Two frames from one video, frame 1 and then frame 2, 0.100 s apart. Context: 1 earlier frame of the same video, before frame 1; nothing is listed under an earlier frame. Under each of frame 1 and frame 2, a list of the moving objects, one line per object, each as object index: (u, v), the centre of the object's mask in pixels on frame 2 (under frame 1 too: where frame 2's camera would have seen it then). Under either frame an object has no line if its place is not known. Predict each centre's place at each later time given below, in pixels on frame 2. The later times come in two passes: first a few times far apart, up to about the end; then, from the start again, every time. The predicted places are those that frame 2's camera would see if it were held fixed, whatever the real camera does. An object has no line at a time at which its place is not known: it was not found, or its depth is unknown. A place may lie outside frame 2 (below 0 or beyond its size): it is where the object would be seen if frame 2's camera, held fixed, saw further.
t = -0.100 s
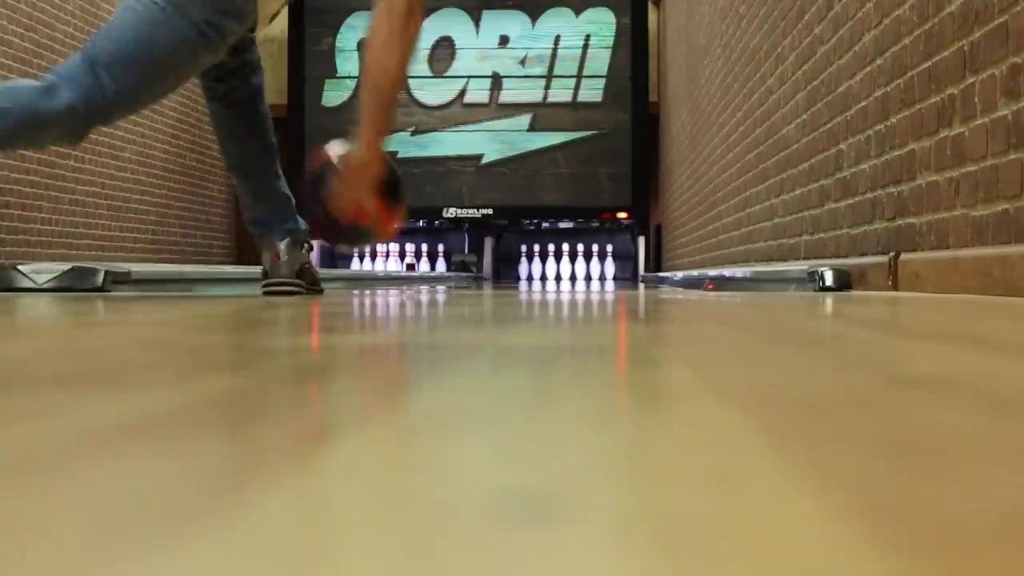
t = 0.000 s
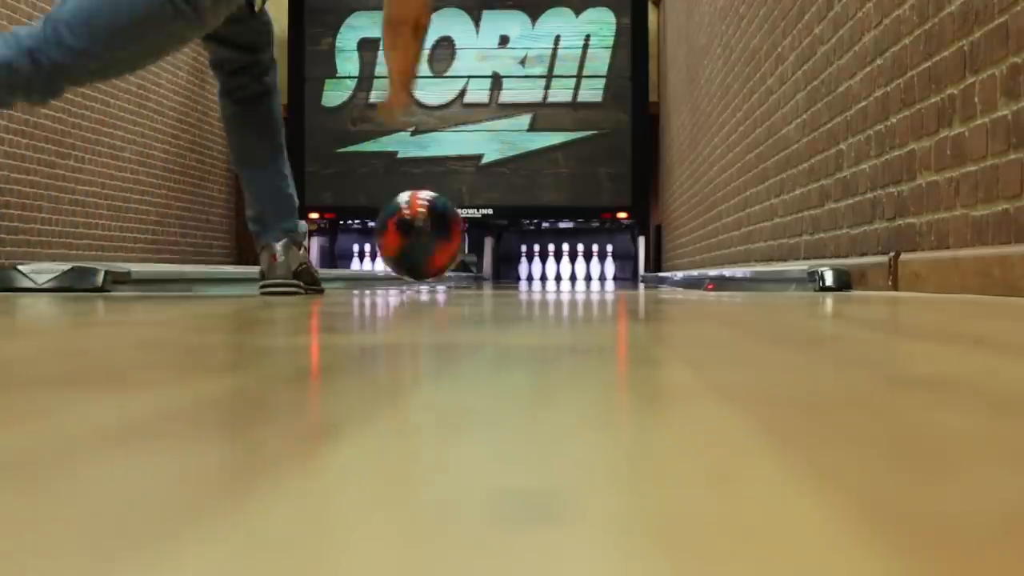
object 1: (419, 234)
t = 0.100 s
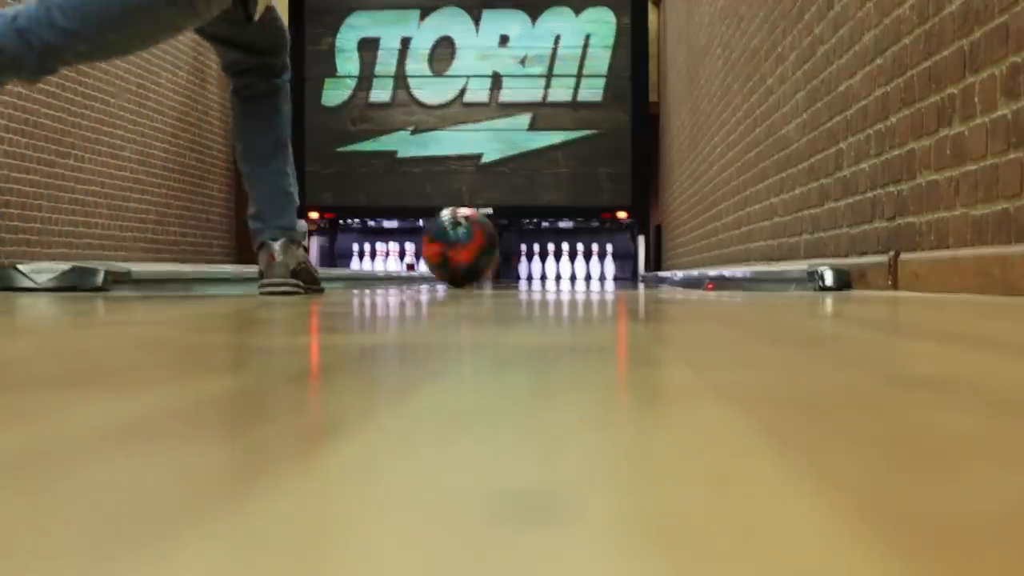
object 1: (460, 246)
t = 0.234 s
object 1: (499, 251)
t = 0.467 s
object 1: (544, 256)
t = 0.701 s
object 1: (573, 260)
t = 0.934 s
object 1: (592, 262)
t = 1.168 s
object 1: (604, 264)
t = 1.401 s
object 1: (611, 265)
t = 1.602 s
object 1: (613, 267)
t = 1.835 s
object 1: (609, 267)
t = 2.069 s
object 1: (596, 270)
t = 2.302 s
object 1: (578, 269)
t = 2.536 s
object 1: (582, 269)
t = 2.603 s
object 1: (581, 270)
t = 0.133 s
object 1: (472, 249)
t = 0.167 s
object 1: (481, 250)
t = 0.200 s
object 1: (491, 251)
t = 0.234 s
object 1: (499, 251)
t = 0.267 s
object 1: (507, 252)
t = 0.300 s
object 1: (514, 253)
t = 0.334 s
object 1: (521, 254)
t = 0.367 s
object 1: (527, 255)
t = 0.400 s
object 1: (533, 256)
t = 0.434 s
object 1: (539, 256)
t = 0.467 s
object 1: (544, 256)
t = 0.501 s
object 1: (550, 258)
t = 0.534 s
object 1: (554, 258)
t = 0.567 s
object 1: (559, 258)
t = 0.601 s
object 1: (562, 258)
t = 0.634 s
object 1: (566, 259)
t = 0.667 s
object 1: (569, 259)
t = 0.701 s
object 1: (573, 260)
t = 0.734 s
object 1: (577, 260)
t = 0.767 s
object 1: (579, 261)
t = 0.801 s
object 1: (582, 261)
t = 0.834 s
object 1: (585, 261)
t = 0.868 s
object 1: (586, 261)
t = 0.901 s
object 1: (587, 262)
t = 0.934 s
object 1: (592, 262)
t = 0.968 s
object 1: (595, 262)
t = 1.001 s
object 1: (596, 263)
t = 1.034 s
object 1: (598, 263)
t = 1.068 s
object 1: (599, 263)
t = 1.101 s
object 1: (601, 263)
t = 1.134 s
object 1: (602, 264)
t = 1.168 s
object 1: (604, 264)
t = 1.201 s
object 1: (606, 264)
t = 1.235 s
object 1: (607, 264)
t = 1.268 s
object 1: (607, 265)
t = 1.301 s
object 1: (608, 264)
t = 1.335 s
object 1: (609, 264)
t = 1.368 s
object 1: (610, 265)
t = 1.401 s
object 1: (611, 265)
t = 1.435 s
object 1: (611, 265)
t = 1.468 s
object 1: (612, 266)
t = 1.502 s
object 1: (613, 267)
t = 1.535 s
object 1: (613, 266)
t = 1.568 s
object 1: (613, 266)
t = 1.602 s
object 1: (613, 267)
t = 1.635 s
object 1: (613, 267)
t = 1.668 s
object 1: (613, 267)
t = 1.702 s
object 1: (612, 267)
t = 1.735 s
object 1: (612, 267)
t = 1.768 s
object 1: (611, 267)
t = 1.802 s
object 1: (610, 268)
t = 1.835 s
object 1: (609, 267)
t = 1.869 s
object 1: (607, 268)
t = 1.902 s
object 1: (606, 268)
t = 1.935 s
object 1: (604, 268)
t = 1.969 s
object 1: (602, 269)
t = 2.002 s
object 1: (600, 268)
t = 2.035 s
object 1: (598, 269)
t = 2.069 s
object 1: (596, 270)
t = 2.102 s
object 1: (593, 270)
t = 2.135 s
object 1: (590, 269)
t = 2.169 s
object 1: (587, 270)
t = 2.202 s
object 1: (585, 268)
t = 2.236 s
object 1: (583, 269)
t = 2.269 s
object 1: (580, 270)
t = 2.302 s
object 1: (578, 269)
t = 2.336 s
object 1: (579, 270)
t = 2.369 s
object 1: (580, 269)
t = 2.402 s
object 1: (580, 269)
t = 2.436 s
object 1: (580, 268)
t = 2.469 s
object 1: (581, 266)
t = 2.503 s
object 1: (581, 269)
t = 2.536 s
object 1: (582, 269)
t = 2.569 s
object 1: (582, 270)
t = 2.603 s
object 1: (581, 270)
